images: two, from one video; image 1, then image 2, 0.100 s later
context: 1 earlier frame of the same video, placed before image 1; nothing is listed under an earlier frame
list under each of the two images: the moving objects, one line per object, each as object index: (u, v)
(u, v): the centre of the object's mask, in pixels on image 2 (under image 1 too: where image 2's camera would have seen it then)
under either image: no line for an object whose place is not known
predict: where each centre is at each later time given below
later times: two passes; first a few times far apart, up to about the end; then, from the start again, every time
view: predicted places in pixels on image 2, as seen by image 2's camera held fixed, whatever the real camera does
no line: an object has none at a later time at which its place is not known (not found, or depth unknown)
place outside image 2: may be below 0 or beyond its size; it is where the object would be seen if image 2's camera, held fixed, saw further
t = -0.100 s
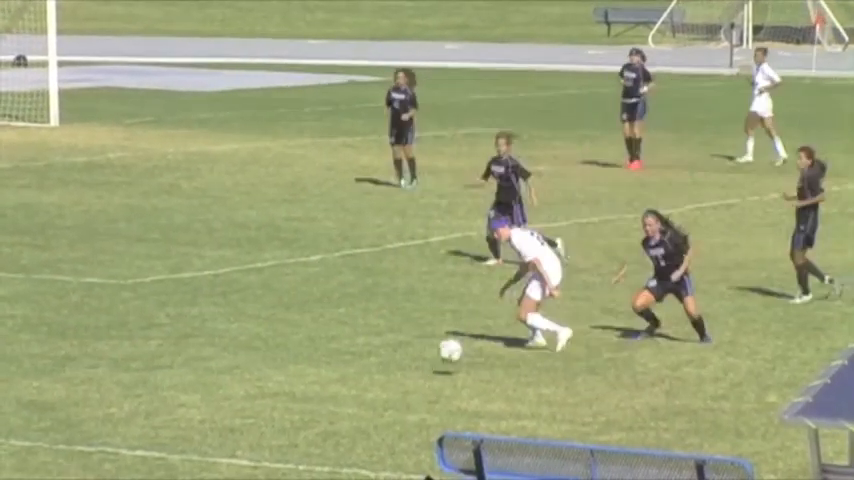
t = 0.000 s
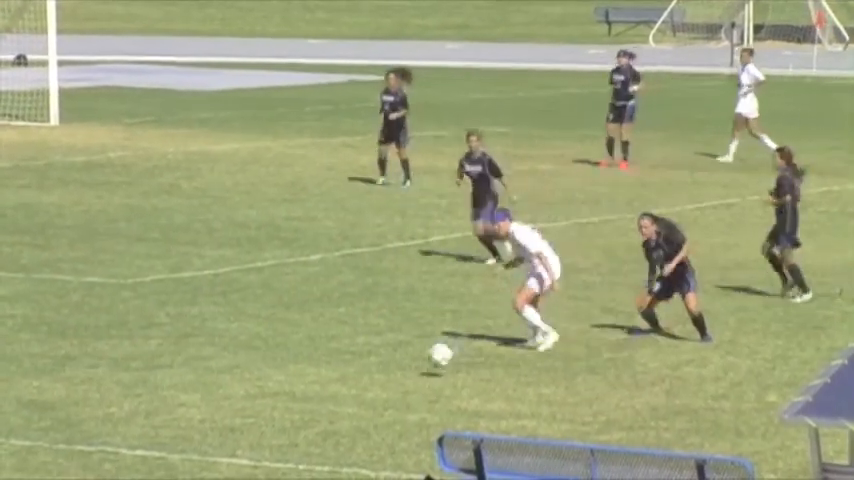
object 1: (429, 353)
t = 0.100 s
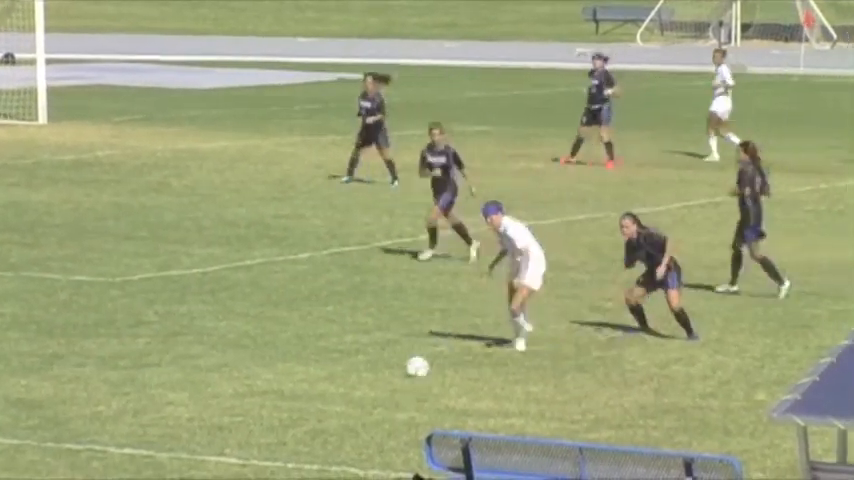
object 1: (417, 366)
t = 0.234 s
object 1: (406, 364)
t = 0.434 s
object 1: (389, 372)
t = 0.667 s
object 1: (371, 377)
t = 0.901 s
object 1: (355, 383)
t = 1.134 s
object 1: (340, 386)
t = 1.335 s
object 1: (328, 389)
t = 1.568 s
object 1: (316, 392)
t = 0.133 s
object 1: (414, 364)
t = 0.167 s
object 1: (411, 364)
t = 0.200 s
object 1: (409, 363)
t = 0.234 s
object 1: (406, 364)
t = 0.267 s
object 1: (404, 365)
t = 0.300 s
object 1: (401, 368)
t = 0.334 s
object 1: (398, 371)
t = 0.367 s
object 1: (395, 371)
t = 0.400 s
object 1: (392, 371)
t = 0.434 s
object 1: (389, 372)
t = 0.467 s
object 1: (386, 372)
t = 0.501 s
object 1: (383, 375)
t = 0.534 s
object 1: (381, 375)
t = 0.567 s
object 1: (378, 375)
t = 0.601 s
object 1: (375, 376)
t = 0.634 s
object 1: (374, 376)
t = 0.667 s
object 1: (371, 377)
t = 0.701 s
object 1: (368, 379)
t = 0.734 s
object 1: (366, 379)
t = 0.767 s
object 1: (363, 380)
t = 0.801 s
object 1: (361, 380)
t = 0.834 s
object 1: (360, 381)
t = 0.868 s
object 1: (357, 382)
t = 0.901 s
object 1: (355, 383)
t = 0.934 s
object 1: (354, 384)
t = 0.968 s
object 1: (350, 384)
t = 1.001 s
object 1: (348, 384)
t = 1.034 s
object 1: (345, 384)
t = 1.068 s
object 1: (344, 384)
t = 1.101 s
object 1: (341, 385)
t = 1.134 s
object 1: (340, 386)
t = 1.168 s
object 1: (337, 387)
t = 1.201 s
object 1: (335, 389)
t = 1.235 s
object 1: (333, 388)
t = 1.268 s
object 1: (331, 388)
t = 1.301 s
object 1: (329, 388)
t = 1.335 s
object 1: (328, 389)
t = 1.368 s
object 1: (327, 389)
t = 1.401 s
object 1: (324, 390)
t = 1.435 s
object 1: (323, 390)
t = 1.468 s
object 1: (321, 391)
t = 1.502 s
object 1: (319, 392)
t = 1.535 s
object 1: (317, 392)
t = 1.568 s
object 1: (316, 392)
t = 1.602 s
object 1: (314, 392)
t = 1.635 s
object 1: (313, 393)
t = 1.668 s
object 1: (312, 393)
